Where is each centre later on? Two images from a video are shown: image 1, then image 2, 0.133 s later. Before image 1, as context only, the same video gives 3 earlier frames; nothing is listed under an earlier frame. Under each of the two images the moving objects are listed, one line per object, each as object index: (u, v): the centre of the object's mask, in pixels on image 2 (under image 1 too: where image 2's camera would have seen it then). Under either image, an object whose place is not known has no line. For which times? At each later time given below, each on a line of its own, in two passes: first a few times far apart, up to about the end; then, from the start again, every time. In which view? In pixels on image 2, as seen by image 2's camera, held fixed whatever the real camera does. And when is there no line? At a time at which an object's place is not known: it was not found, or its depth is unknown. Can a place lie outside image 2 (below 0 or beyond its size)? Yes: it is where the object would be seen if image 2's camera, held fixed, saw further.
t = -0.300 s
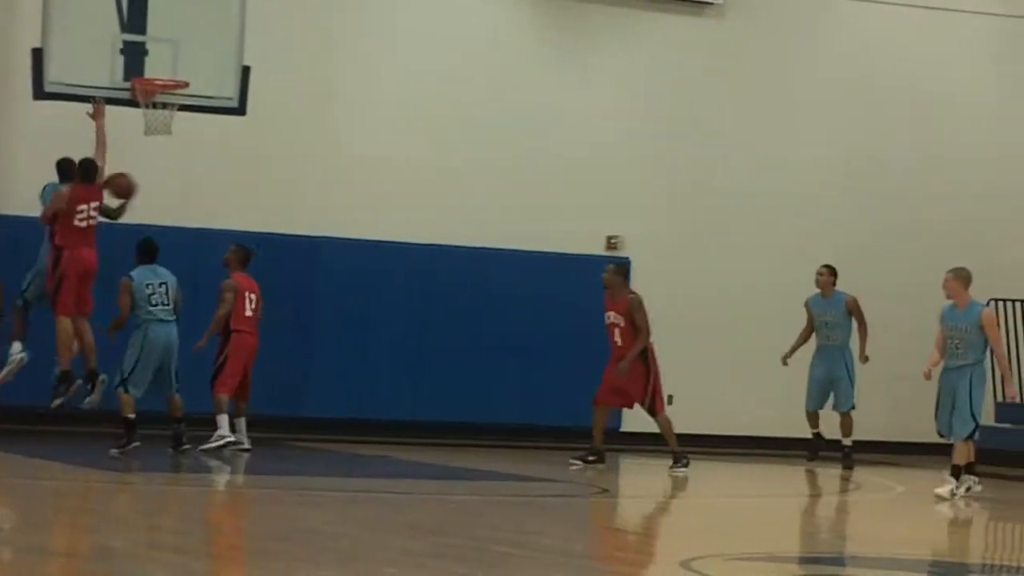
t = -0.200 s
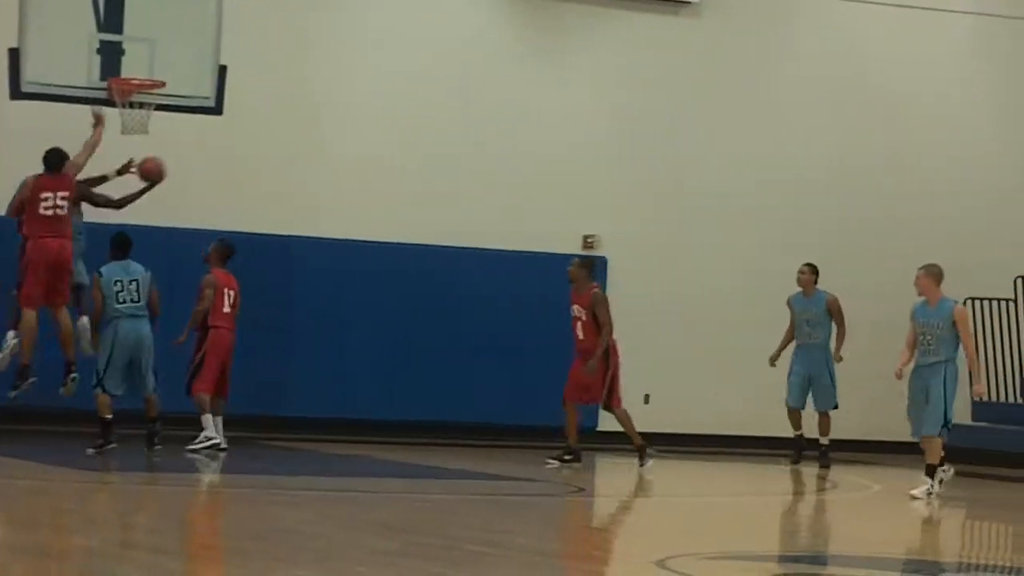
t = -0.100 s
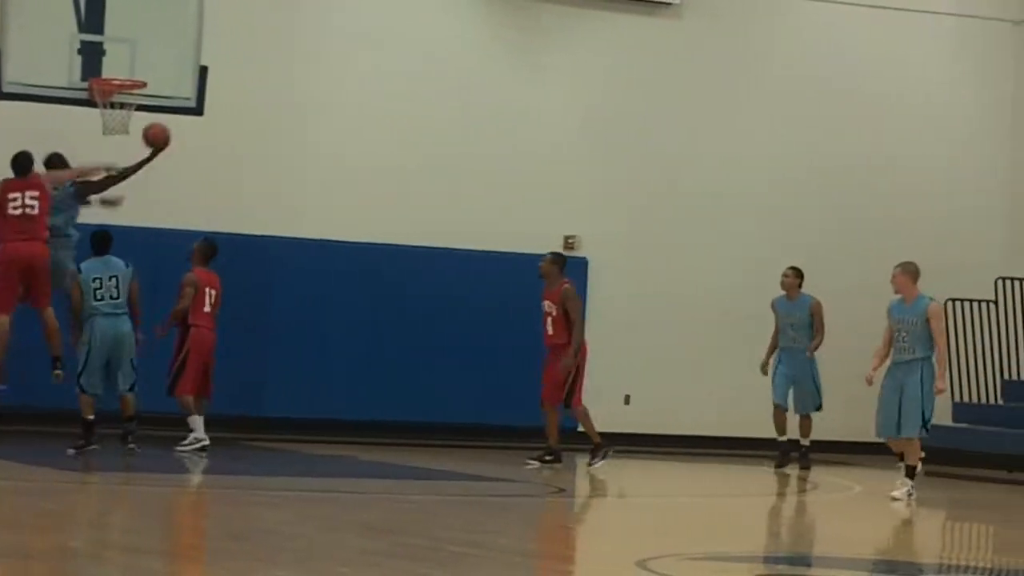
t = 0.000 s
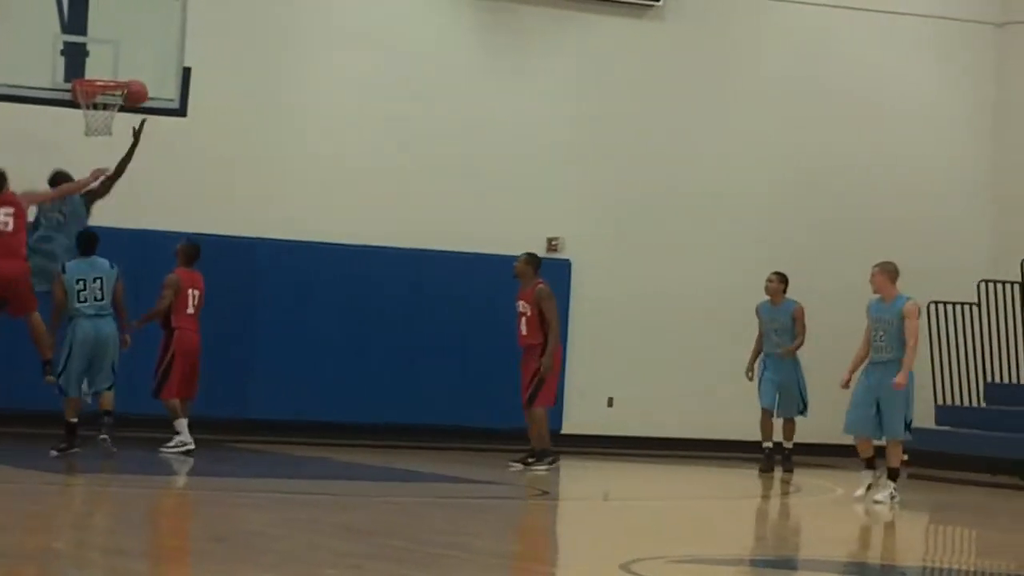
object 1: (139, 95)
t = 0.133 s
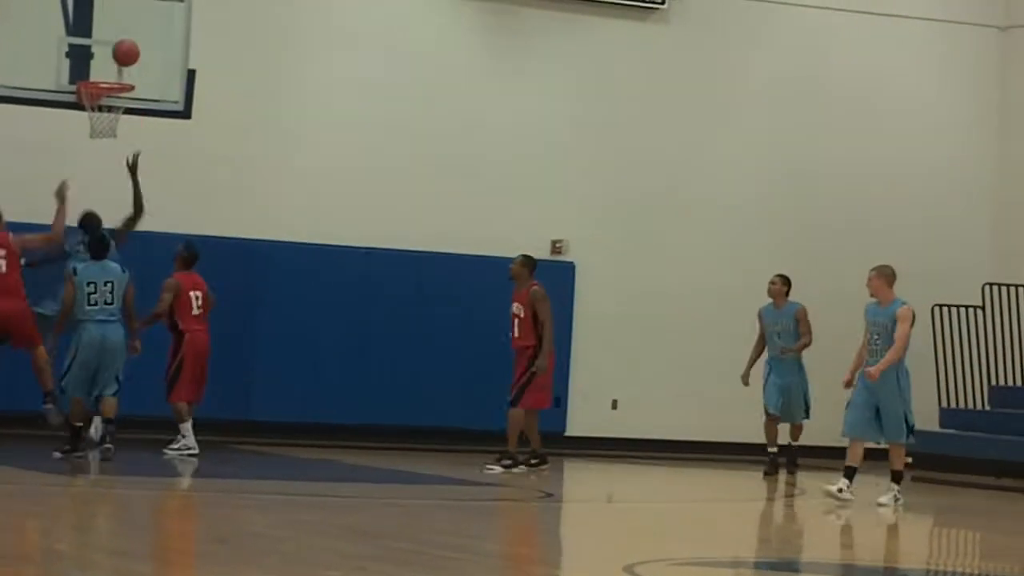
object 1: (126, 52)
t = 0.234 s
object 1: (123, 45)
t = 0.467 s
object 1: (112, 70)
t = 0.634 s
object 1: (101, 131)
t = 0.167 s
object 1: (125, 49)
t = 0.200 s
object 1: (124, 46)
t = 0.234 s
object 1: (123, 45)
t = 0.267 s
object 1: (121, 45)
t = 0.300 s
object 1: (120, 46)
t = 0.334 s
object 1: (118, 49)
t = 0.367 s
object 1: (117, 52)
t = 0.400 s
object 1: (115, 57)
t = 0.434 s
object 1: (114, 64)
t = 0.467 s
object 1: (112, 70)
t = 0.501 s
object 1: (110, 76)
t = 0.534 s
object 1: (112, 88)
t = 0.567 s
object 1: (107, 107)
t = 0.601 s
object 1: (104, 115)
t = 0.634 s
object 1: (101, 131)
